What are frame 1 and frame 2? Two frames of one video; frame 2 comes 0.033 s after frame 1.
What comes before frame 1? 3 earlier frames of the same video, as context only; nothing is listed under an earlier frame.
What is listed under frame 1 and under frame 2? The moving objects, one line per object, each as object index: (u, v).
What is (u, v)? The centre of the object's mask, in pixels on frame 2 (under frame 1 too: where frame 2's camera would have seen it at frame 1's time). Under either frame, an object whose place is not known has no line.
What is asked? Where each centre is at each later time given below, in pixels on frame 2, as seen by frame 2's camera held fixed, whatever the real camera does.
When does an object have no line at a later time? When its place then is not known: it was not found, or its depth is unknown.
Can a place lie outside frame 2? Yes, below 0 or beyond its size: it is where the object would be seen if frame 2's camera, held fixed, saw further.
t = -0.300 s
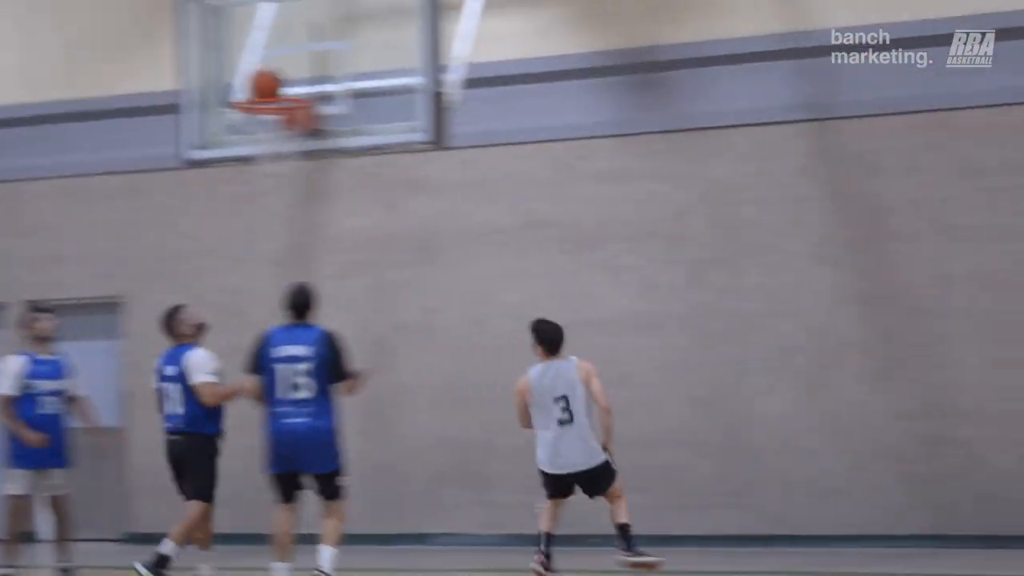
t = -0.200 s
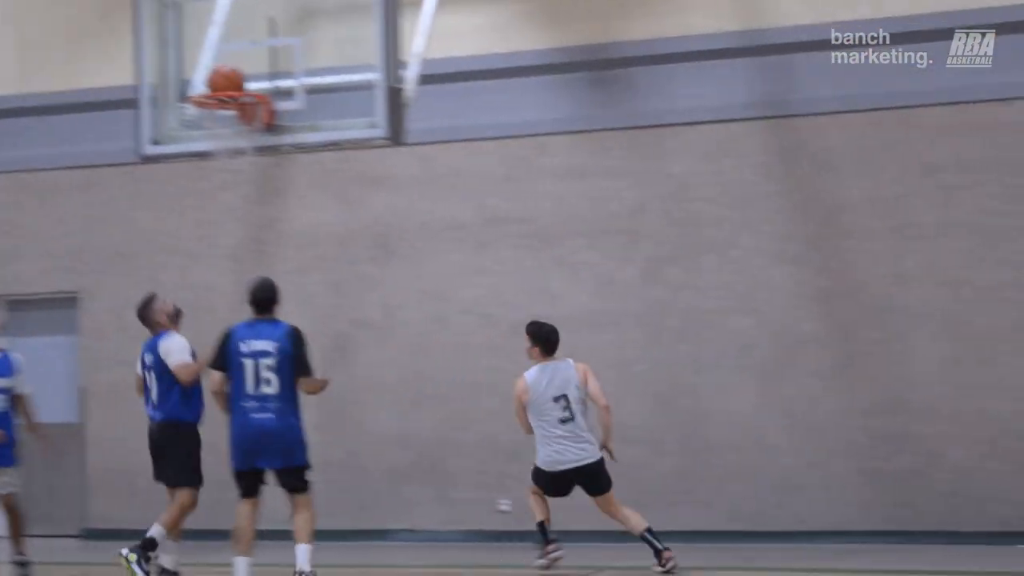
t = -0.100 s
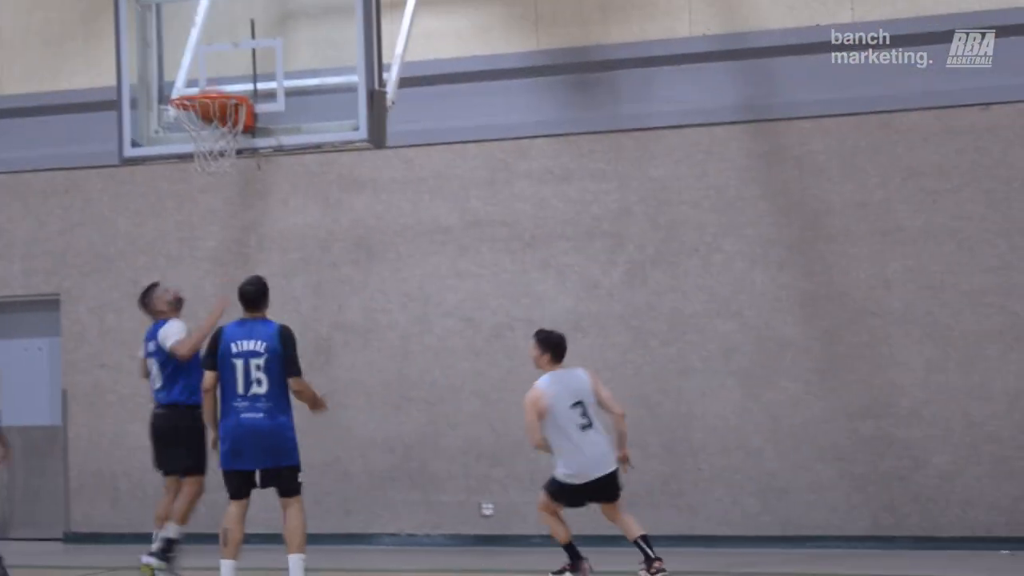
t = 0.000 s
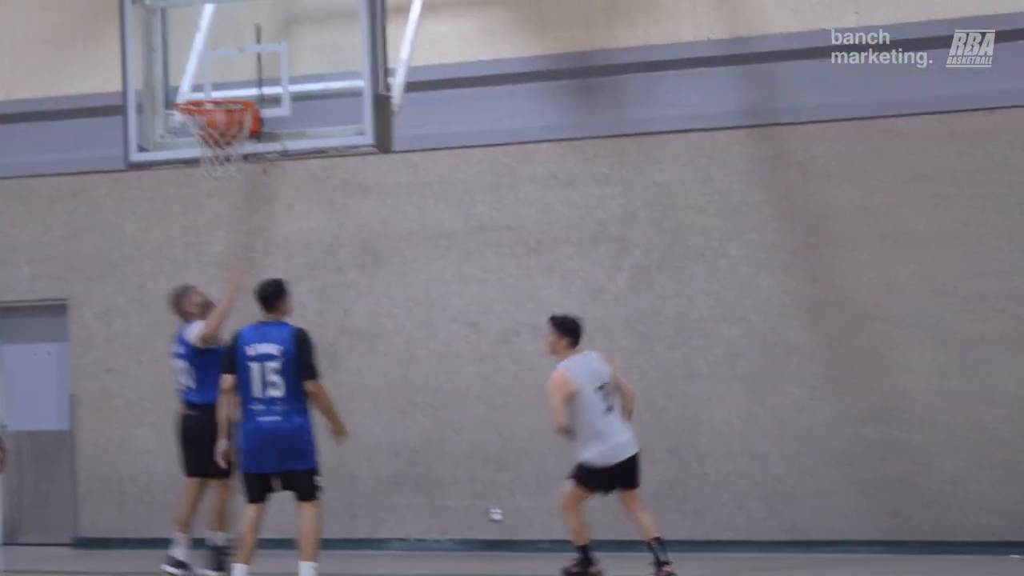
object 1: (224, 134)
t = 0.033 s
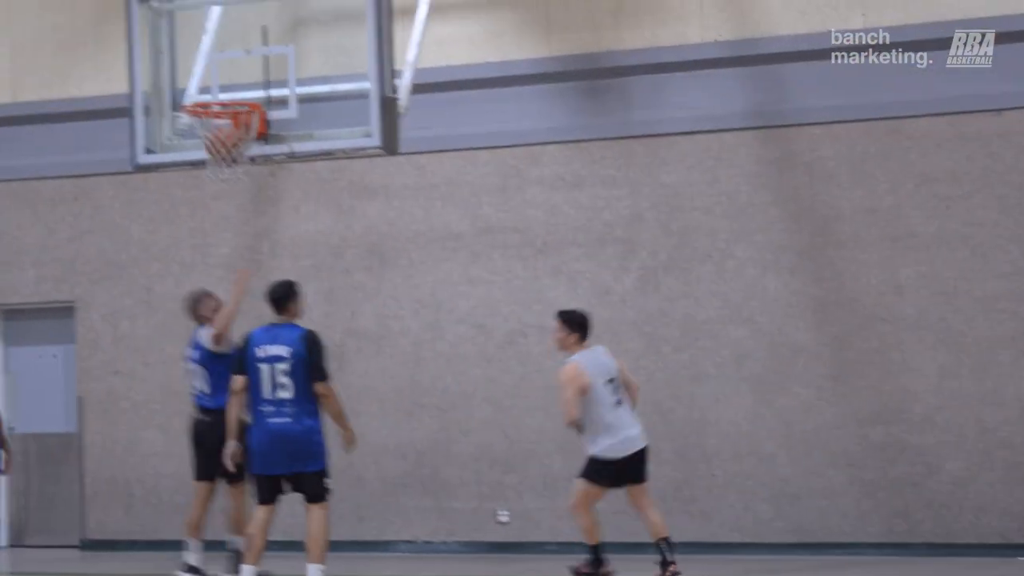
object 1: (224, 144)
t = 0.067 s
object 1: (223, 155)
